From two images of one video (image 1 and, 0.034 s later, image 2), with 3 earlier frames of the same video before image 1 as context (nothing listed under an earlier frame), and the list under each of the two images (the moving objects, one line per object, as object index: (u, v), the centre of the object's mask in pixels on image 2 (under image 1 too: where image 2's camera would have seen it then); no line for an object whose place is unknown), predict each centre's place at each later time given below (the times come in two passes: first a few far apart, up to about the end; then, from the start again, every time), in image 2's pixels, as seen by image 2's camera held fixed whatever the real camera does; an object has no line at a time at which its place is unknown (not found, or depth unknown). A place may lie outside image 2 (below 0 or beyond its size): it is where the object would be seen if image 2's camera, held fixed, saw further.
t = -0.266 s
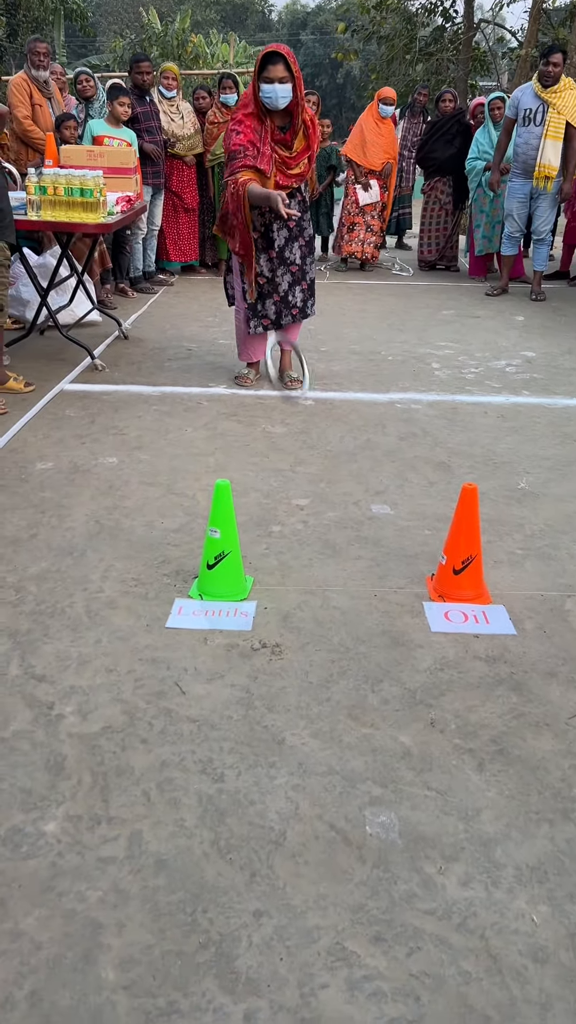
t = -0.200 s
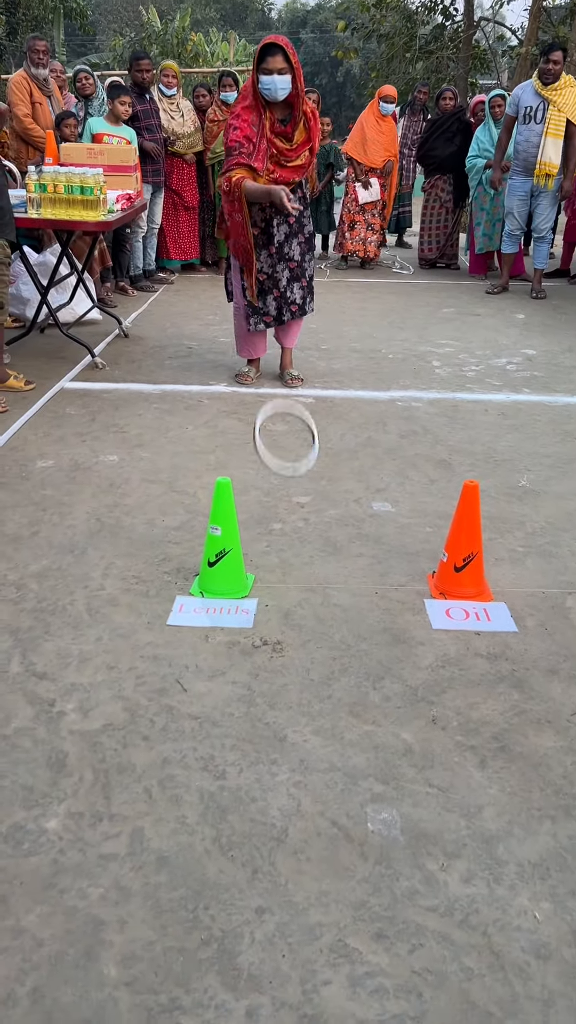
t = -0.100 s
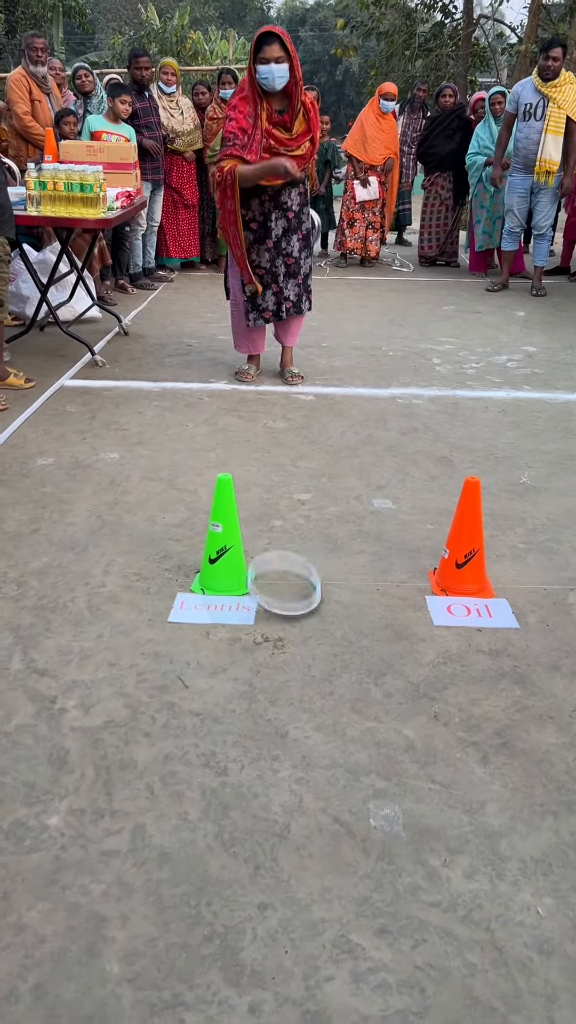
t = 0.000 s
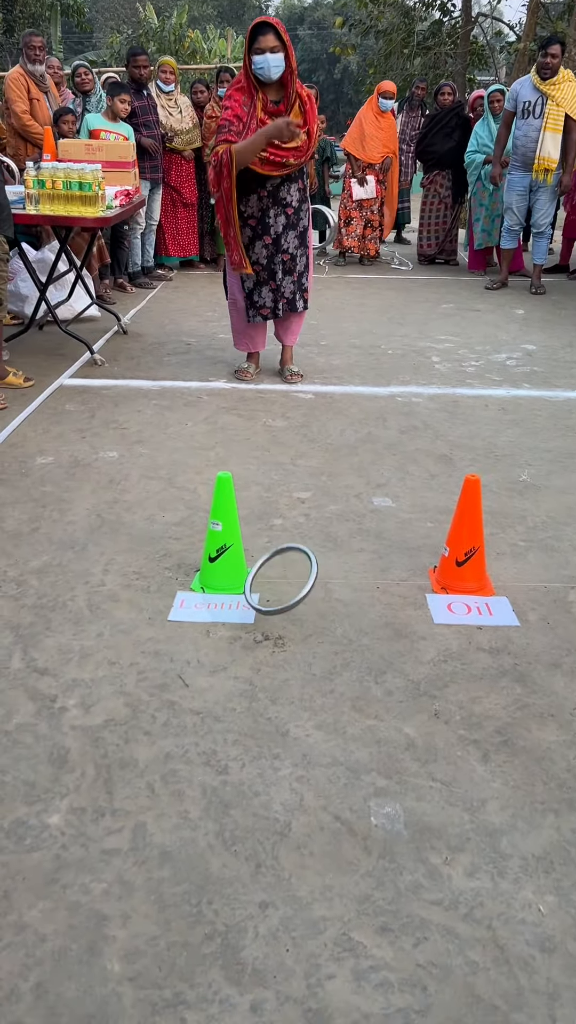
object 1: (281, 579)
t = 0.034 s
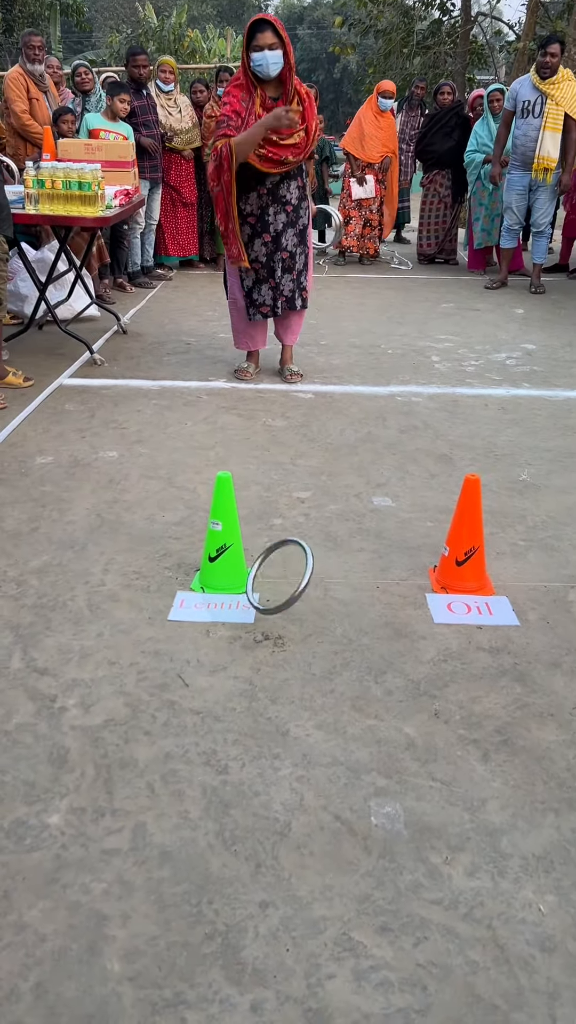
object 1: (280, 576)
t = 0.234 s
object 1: (272, 611)
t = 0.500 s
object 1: (294, 656)
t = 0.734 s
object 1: (308, 677)
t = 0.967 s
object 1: (318, 676)
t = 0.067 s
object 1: (278, 577)
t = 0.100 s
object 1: (277, 581)
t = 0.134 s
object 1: (275, 590)
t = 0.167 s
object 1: (273, 603)
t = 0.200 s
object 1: (272, 609)
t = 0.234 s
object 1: (272, 611)
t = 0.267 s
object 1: (272, 618)
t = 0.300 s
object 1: (271, 628)
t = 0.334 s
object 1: (275, 638)
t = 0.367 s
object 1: (277, 652)
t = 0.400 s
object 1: (279, 666)
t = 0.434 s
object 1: (284, 667)
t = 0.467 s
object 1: (289, 660)
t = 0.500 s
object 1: (294, 656)
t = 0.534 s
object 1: (296, 651)
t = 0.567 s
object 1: (298, 649)
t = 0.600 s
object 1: (300, 650)
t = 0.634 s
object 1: (301, 653)
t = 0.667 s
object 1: (304, 658)
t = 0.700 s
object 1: (307, 666)
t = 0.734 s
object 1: (308, 677)
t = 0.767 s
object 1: (311, 674)
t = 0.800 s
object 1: (312, 669)
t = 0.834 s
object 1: (314, 667)
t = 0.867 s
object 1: (315, 668)
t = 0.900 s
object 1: (316, 671)
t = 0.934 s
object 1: (317, 677)
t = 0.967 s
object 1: (318, 676)
